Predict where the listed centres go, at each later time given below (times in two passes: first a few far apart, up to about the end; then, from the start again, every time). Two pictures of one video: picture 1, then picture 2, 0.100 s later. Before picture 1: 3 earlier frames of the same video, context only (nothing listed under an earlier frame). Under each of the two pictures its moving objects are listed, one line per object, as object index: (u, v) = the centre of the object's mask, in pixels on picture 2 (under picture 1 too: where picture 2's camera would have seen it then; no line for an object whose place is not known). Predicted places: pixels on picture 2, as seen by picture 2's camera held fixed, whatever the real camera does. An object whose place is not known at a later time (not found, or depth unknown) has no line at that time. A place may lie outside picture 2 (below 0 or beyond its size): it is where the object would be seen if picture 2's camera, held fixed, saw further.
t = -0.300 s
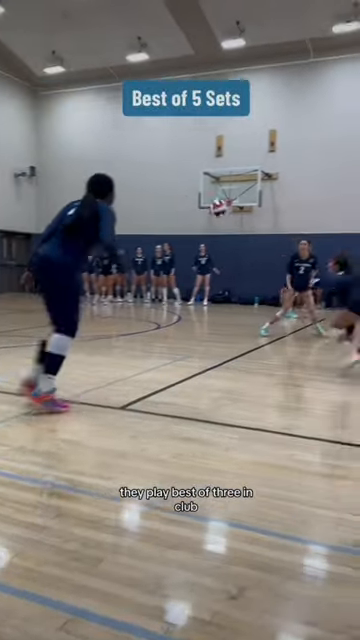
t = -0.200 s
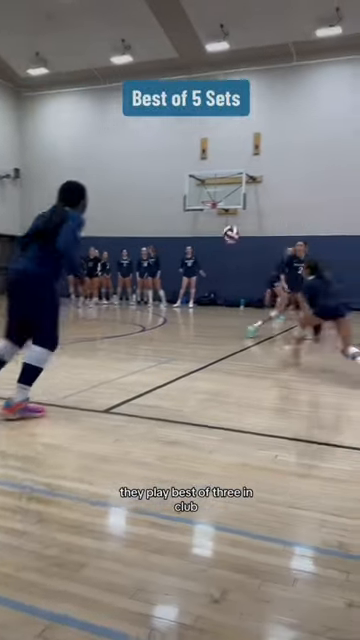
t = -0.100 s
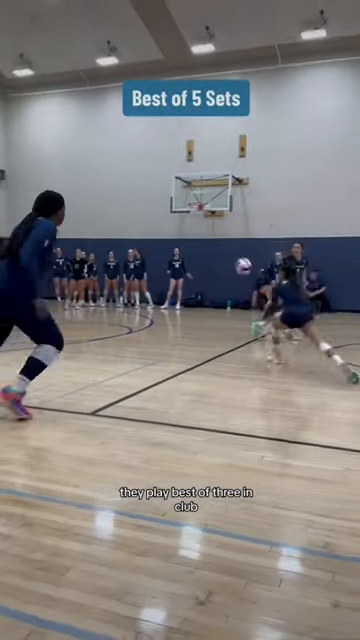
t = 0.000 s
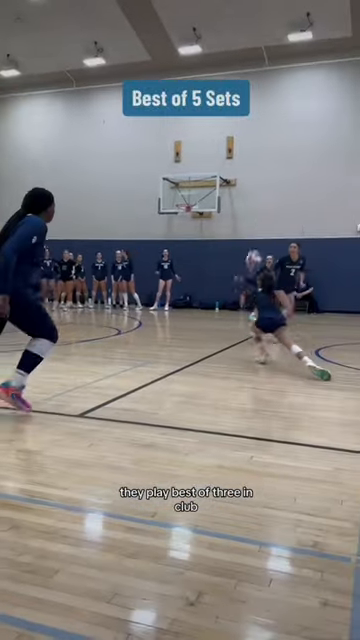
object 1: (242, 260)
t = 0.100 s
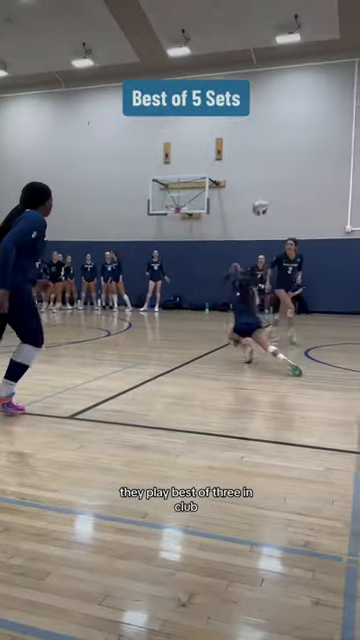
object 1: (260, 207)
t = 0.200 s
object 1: (276, 165)
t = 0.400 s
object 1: (302, 110)
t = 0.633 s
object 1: (327, 85)
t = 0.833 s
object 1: (347, 93)
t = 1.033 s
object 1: (362, 122)
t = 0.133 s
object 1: (265, 192)
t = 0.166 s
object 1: (271, 178)
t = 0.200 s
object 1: (276, 165)
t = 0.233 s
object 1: (280, 153)
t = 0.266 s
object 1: (285, 143)
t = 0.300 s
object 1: (290, 133)
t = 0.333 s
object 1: (294, 124)
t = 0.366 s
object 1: (298, 116)
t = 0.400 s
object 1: (302, 110)
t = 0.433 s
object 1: (306, 104)
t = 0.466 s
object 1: (309, 98)
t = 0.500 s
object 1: (313, 94)
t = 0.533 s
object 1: (317, 91)
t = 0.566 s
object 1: (320, 89)
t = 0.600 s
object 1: (324, 86)
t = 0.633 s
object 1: (327, 85)
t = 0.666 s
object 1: (331, 85)
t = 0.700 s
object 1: (333, 85)
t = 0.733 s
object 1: (338, 87)
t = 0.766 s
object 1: (340, 88)
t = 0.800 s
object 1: (343, 90)
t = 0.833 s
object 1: (347, 93)
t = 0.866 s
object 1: (350, 97)
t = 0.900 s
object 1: (353, 101)
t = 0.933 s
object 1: (355, 105)
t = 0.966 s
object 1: (358, 111)
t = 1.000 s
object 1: (361, 116)
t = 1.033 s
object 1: (362, 122)
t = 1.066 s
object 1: (366, 130)
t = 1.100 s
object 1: (367, 135)
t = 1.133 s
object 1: (369, 143)
